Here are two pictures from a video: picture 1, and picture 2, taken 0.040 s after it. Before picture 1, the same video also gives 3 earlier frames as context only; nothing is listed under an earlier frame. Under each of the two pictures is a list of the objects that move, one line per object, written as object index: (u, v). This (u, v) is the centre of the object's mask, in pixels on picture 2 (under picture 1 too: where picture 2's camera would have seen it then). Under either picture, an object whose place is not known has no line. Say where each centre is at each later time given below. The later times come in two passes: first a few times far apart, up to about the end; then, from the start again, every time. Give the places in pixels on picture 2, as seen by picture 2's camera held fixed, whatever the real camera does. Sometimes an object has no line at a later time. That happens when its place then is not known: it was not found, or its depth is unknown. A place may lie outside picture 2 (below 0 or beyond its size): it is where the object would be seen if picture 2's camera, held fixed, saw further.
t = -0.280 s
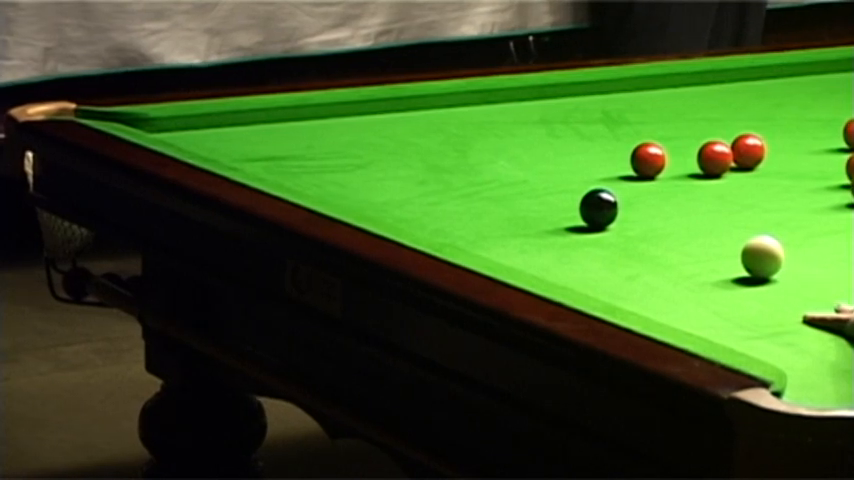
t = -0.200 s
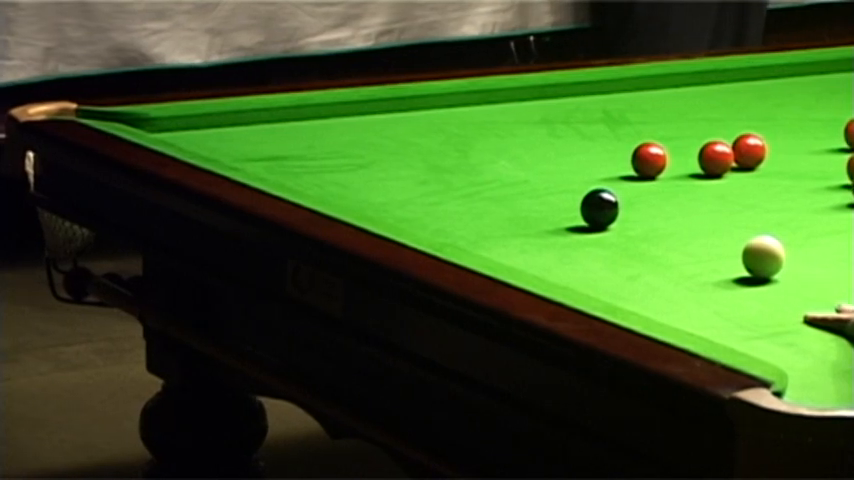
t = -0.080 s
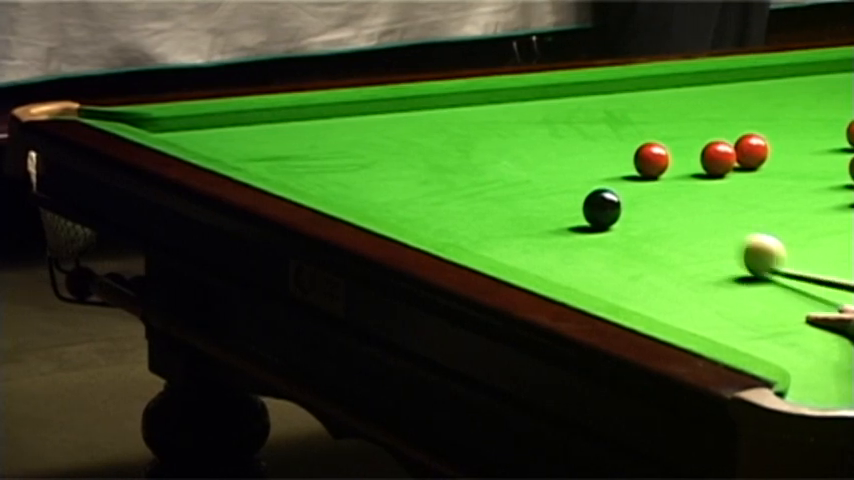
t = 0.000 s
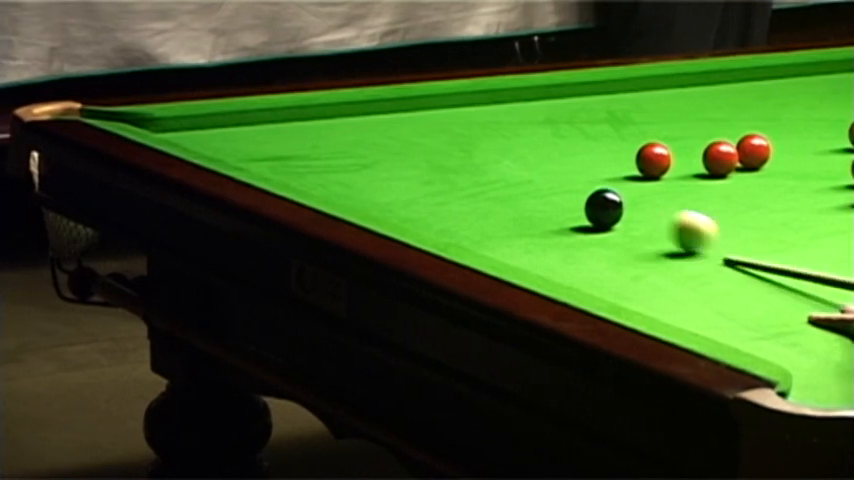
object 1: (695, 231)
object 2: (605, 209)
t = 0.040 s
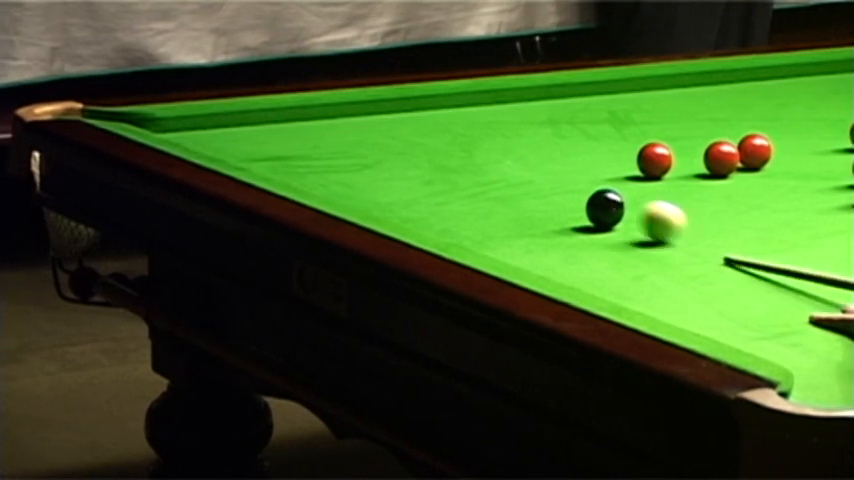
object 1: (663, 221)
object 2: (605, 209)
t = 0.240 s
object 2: (477, 186)
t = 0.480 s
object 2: (331, 160)
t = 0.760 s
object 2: (179, 130)
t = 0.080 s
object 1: (640, 213)
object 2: (600, 207)
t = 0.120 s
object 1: (648, 211)
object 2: (565, 200)
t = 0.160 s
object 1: (658, 209)
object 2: (534, 195)
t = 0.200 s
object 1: (668, 209)
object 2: (505, 190)
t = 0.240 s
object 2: (477, 186)
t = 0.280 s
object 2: (452, 181)
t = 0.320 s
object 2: (427, 177)
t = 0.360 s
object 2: (402, 173)
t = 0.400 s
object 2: (378, 168)
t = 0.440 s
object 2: (355, 164)
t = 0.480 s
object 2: (331, 160)
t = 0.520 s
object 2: (308, 156)
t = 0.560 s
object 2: (285, 152)
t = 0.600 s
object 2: (263, 148)
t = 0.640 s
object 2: (241, 144)
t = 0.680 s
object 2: (220, 140)
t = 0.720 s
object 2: (199, 135)
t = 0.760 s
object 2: (179, 130)
